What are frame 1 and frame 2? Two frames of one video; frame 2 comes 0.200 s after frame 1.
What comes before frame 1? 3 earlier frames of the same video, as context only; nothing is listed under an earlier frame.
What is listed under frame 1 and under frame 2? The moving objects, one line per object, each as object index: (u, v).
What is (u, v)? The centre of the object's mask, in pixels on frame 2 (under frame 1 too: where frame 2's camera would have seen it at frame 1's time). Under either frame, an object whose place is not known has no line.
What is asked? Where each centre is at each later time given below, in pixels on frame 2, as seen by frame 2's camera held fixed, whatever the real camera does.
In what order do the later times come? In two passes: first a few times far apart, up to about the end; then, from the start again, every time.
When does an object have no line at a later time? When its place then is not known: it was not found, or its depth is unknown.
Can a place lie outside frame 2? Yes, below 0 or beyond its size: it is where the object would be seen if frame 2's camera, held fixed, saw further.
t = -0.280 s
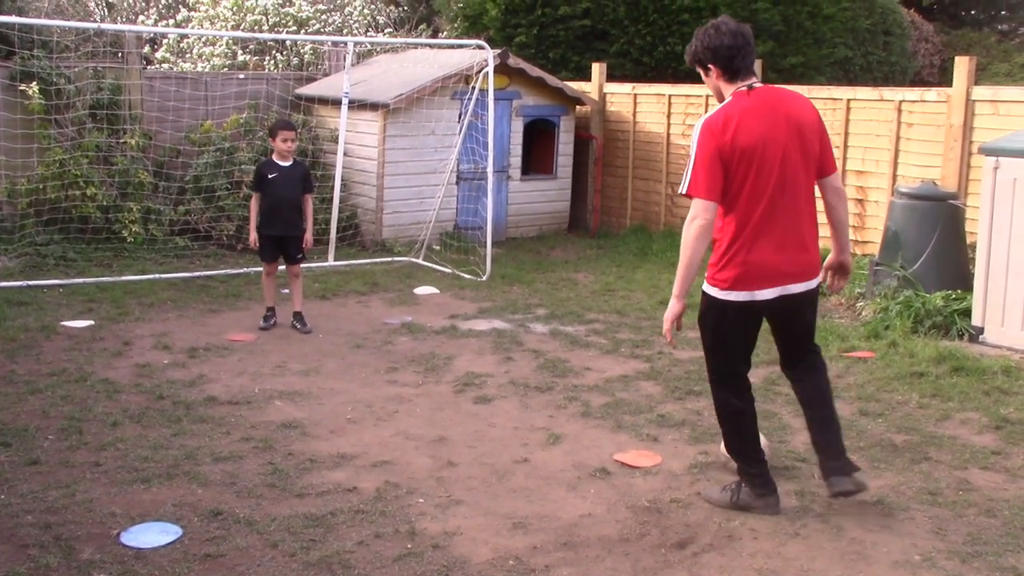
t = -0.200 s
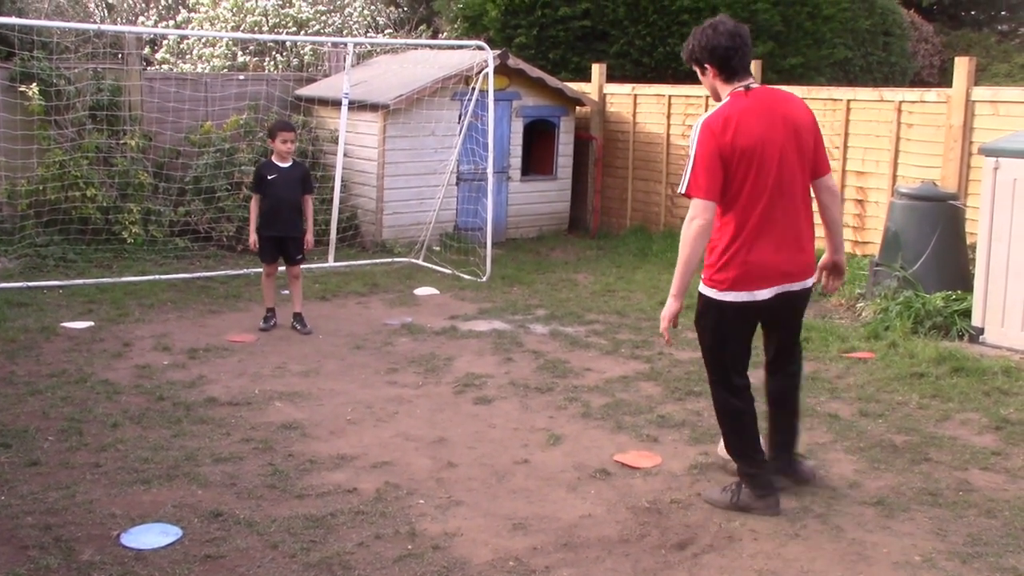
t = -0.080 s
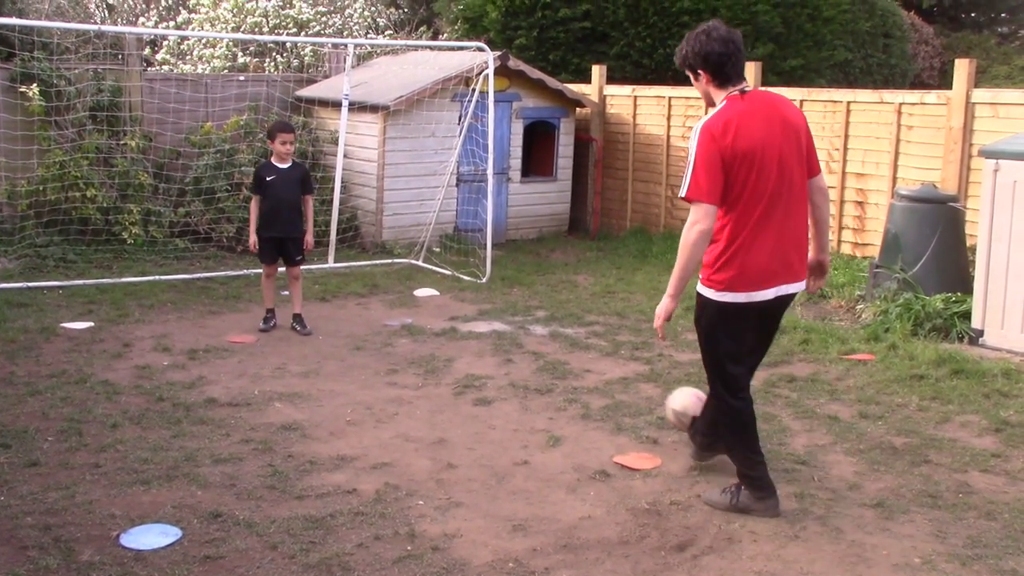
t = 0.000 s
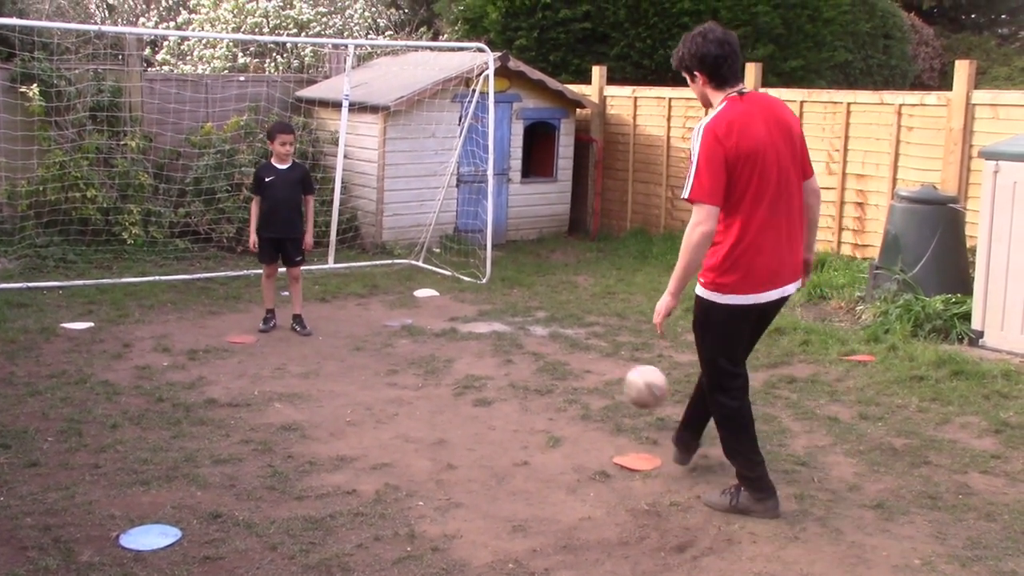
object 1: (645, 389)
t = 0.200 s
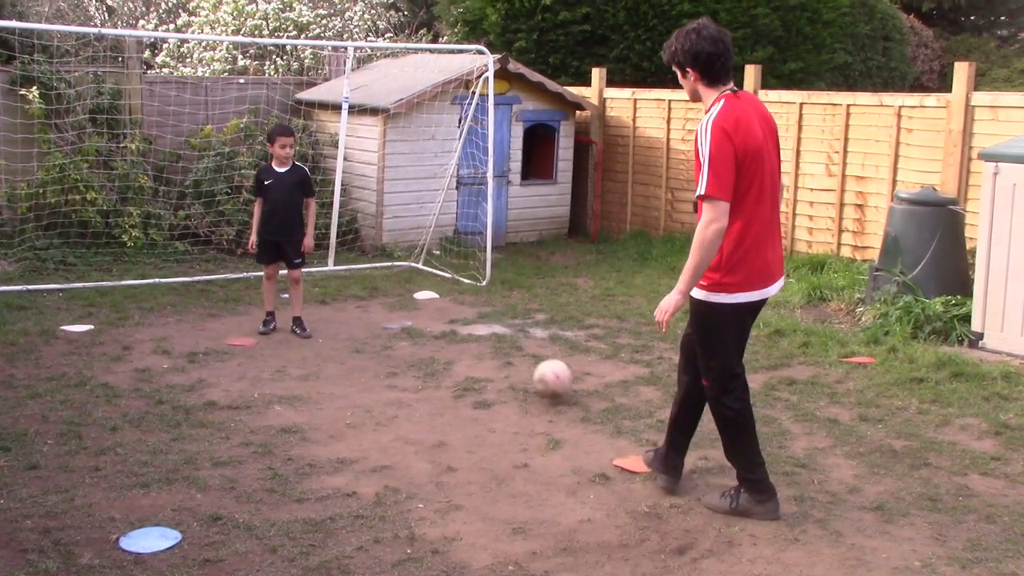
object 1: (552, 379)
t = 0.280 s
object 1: (521, 365)
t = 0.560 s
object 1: (431, 332)
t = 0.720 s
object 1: (389, 332)
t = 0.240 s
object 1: (537, 371)
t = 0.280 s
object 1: (521, 365)
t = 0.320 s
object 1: (505, 363)
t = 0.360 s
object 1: (491, 363)
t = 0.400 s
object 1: (478, 351)
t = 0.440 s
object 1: (466, 342)
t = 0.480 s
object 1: (455, 335)
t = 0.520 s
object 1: (443, 332)
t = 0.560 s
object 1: (431, 332)
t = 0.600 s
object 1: (420, 334)
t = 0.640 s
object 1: (410, 340)
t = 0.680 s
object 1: (400, 337)
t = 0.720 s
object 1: (389, 332)
